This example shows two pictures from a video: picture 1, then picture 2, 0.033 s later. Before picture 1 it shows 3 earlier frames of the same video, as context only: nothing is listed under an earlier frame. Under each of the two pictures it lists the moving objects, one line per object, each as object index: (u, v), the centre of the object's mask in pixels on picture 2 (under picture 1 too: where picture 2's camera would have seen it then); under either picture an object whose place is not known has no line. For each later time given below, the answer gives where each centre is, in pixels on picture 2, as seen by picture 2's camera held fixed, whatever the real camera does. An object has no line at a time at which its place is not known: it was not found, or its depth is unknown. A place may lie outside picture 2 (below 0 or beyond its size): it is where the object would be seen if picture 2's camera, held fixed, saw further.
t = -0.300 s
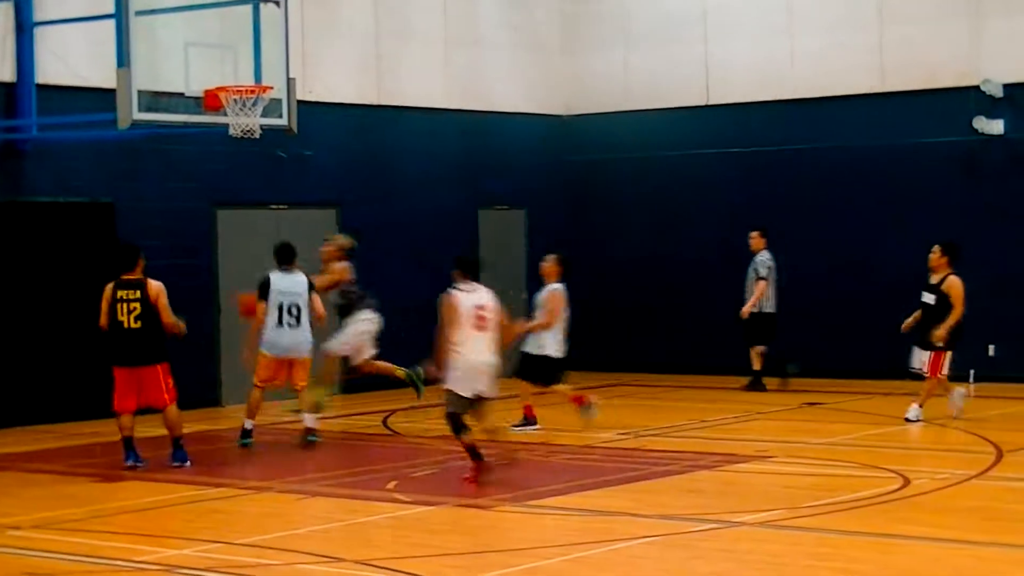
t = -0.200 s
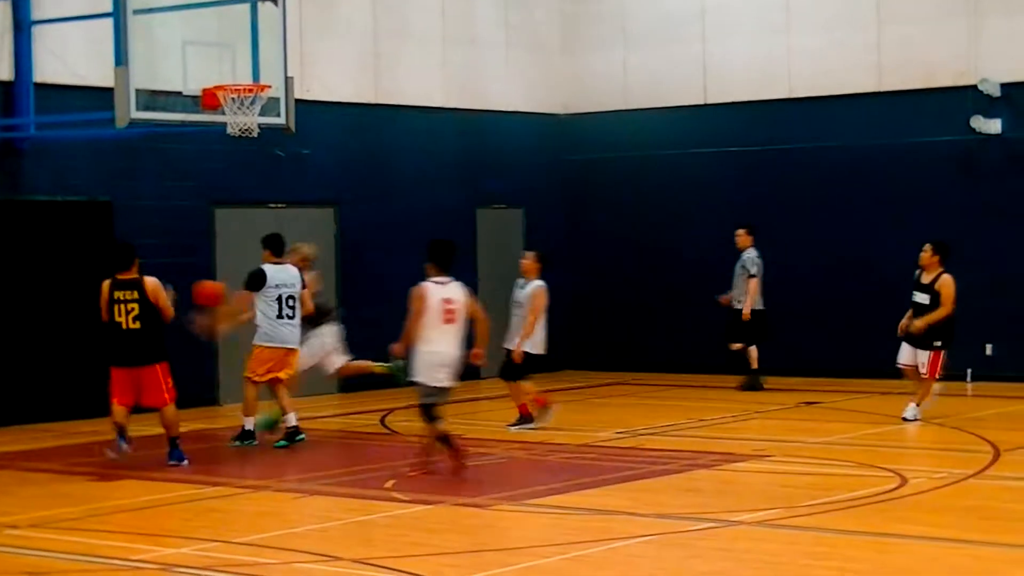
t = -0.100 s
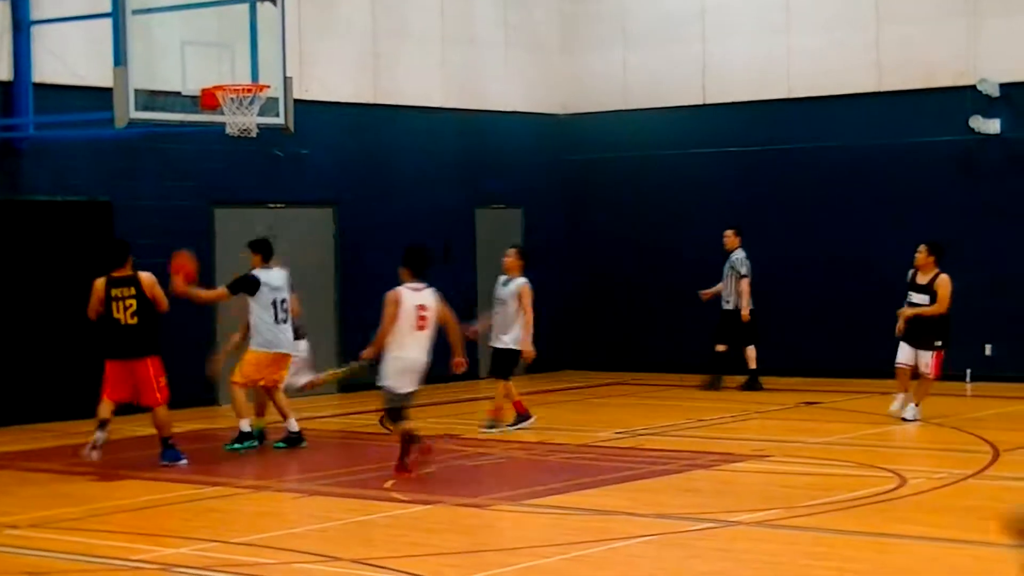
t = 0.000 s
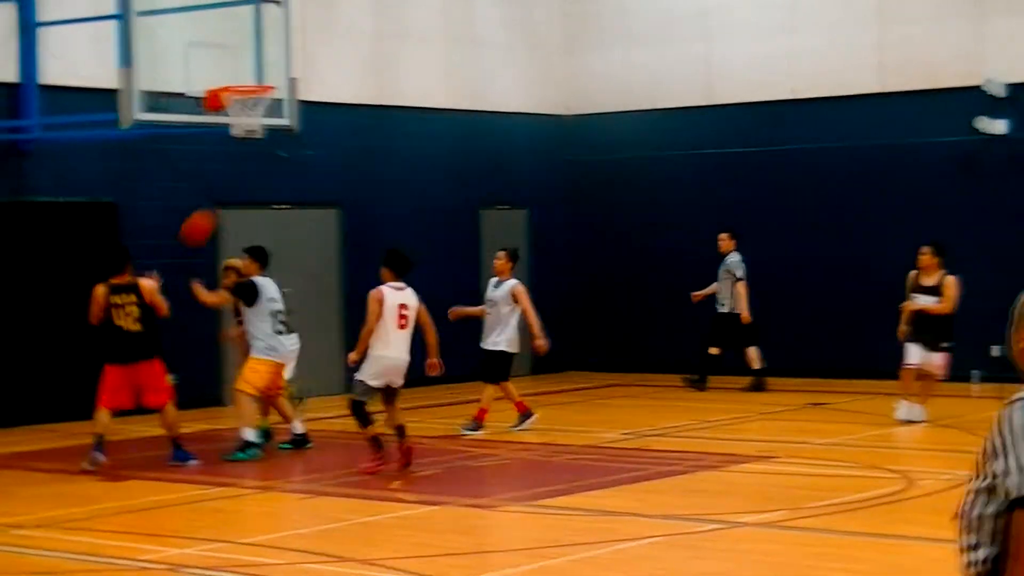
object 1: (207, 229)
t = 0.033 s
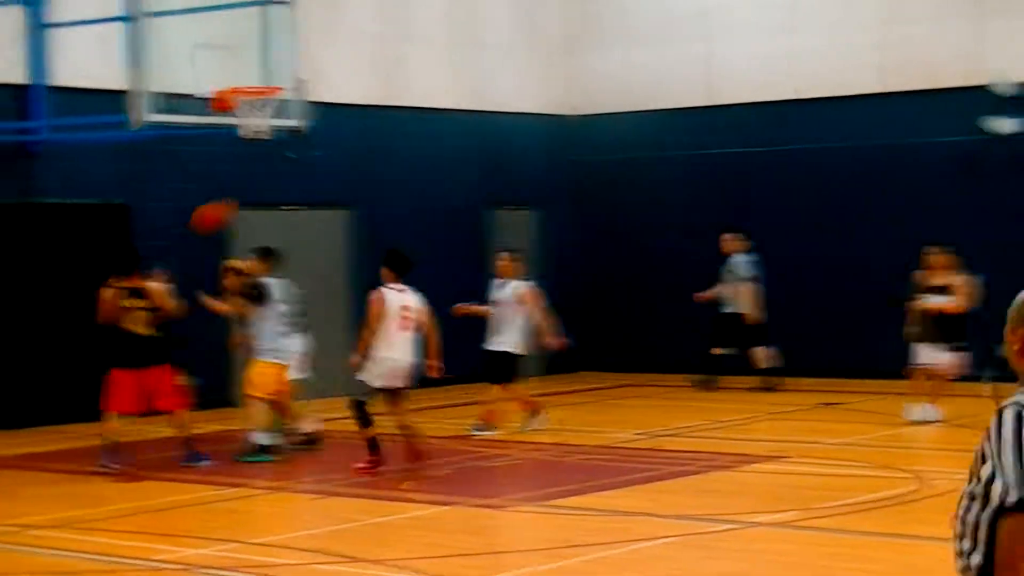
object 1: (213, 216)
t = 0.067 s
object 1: (215, 205)
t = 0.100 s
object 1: (217, 196)
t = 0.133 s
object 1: (220, 187)
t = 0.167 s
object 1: (225, 180)
